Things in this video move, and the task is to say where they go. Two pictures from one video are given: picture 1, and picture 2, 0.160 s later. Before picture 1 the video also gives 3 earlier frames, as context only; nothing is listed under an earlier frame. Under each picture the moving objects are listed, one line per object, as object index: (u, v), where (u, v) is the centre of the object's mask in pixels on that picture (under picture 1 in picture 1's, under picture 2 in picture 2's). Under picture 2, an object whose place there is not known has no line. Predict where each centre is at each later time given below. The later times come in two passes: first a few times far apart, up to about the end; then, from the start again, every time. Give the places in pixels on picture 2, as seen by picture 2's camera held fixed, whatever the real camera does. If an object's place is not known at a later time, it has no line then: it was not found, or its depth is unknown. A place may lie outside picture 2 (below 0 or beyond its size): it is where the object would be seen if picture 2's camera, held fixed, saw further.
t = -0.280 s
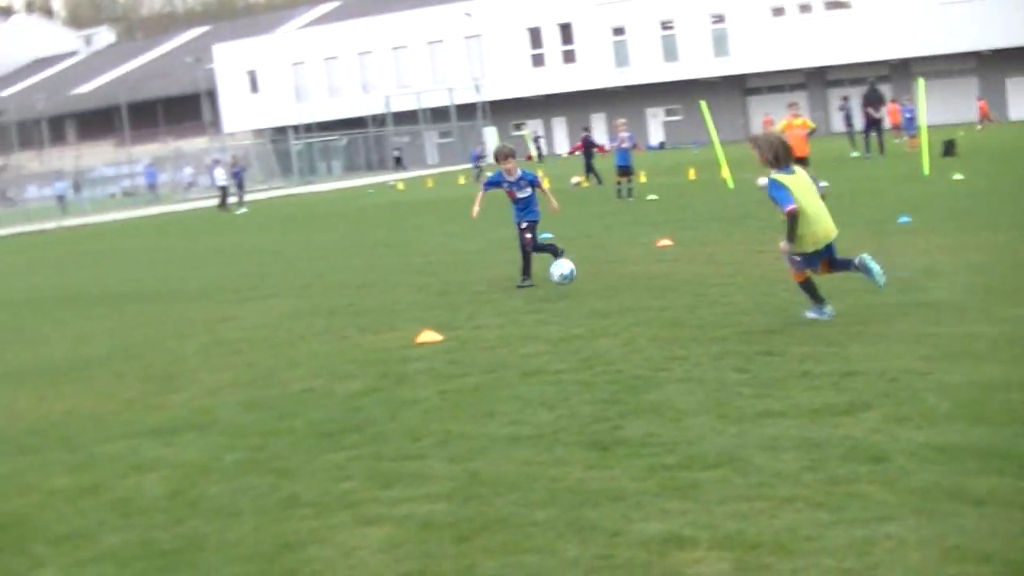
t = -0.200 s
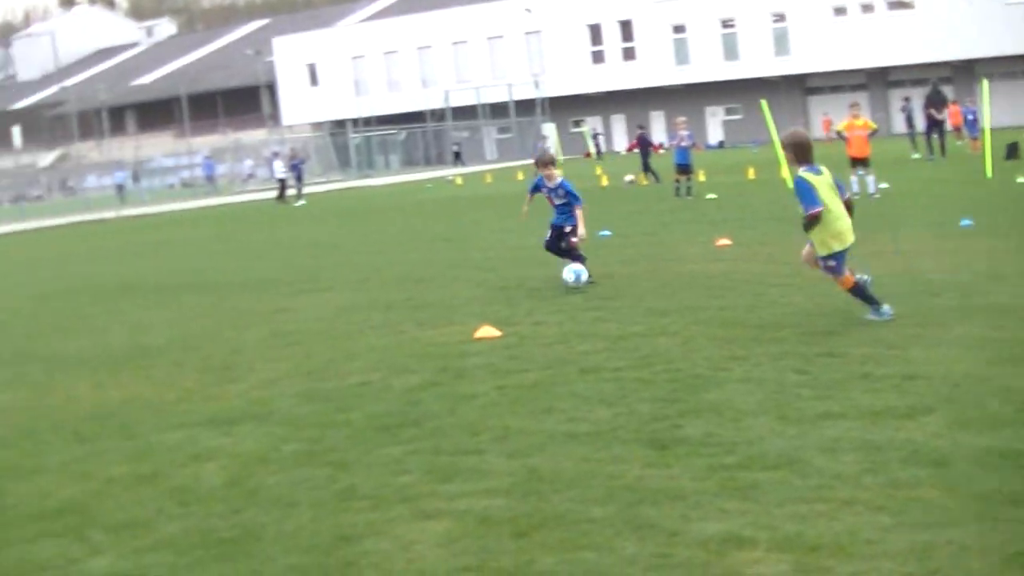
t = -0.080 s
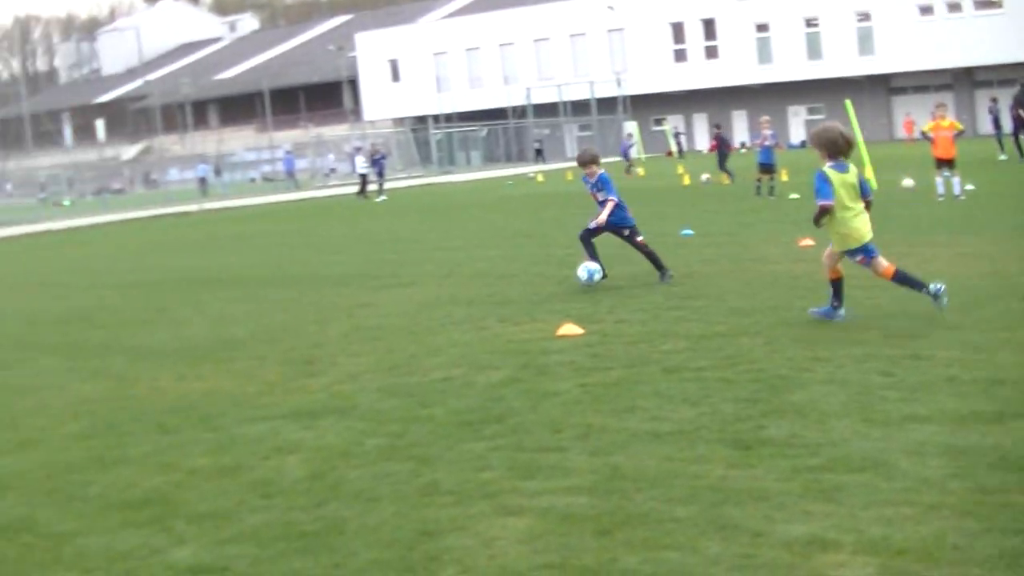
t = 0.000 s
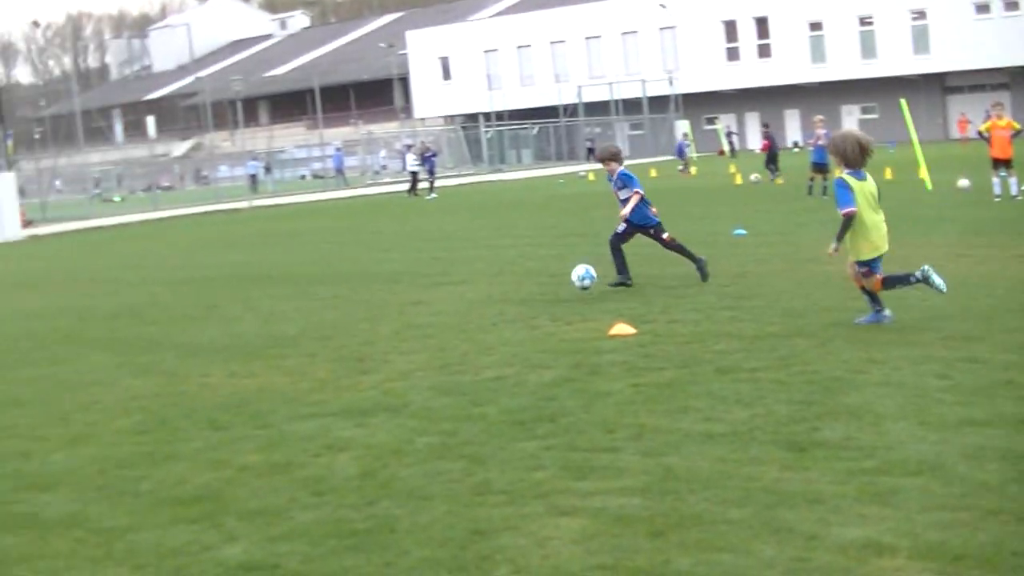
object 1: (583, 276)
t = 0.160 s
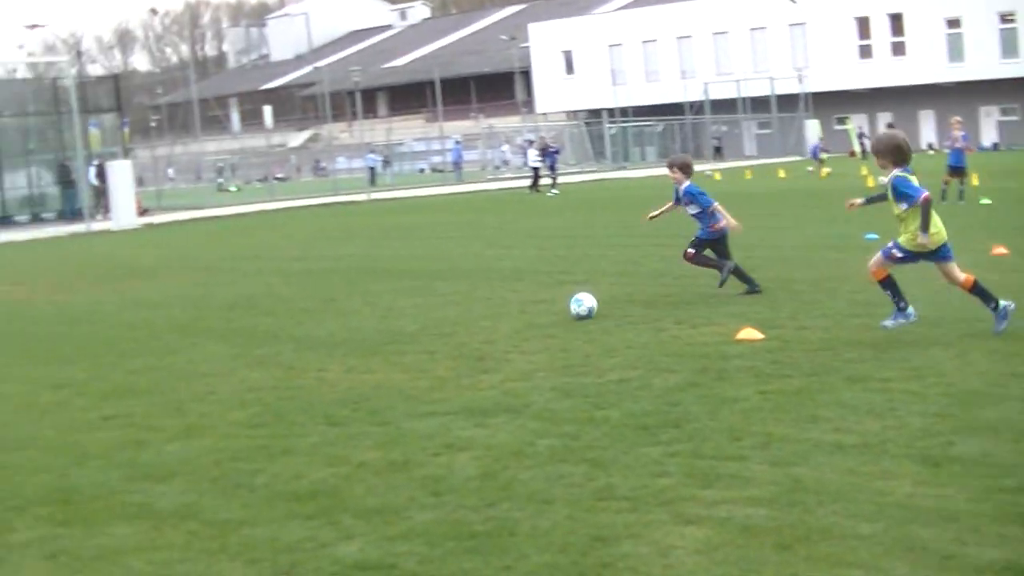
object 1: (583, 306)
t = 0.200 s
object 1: (556, 305)
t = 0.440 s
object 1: (396, 324)
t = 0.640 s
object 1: (277, 333)
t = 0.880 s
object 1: (135, 346)
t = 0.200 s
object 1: (556, 305)
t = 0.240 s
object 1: (529, 305)
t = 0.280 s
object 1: (502, 308)
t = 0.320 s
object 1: (474, 313)
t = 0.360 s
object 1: (447, 320)
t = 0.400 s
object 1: (421, 325)
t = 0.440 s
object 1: (396, 324)
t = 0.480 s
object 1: (373, 324)
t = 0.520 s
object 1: (349, 327)
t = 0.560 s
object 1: (325, 331)
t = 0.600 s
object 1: (301, 333)
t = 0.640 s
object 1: (277, 333)
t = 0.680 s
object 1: (253, 334)
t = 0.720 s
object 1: (229, 338)
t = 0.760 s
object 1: (206, 343)
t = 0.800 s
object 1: (182, 344)
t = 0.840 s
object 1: (159, 344)
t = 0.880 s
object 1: (135, 346)
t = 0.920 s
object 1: (112, 350)
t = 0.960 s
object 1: (89, 348)
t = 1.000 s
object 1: (67, 347)
